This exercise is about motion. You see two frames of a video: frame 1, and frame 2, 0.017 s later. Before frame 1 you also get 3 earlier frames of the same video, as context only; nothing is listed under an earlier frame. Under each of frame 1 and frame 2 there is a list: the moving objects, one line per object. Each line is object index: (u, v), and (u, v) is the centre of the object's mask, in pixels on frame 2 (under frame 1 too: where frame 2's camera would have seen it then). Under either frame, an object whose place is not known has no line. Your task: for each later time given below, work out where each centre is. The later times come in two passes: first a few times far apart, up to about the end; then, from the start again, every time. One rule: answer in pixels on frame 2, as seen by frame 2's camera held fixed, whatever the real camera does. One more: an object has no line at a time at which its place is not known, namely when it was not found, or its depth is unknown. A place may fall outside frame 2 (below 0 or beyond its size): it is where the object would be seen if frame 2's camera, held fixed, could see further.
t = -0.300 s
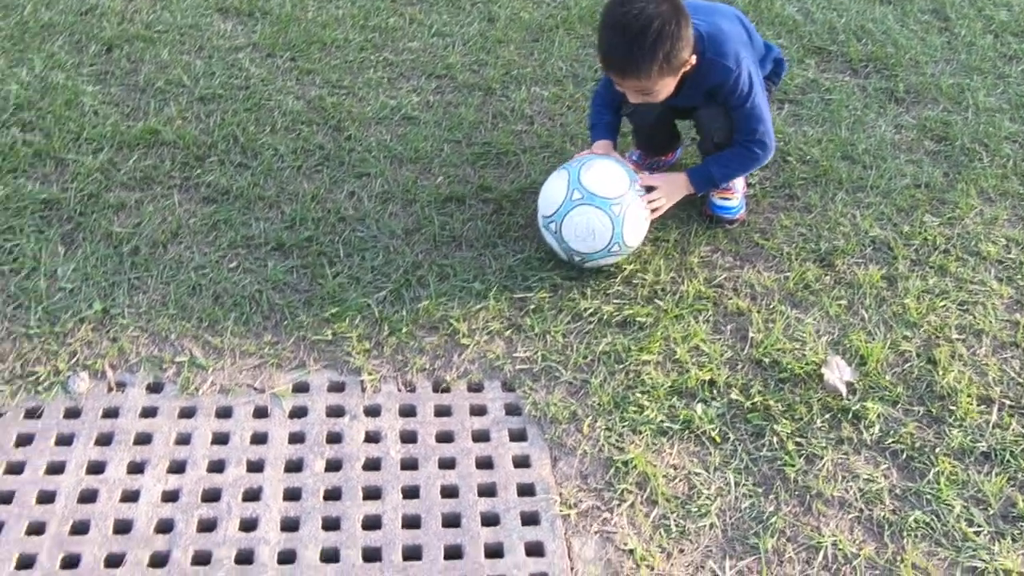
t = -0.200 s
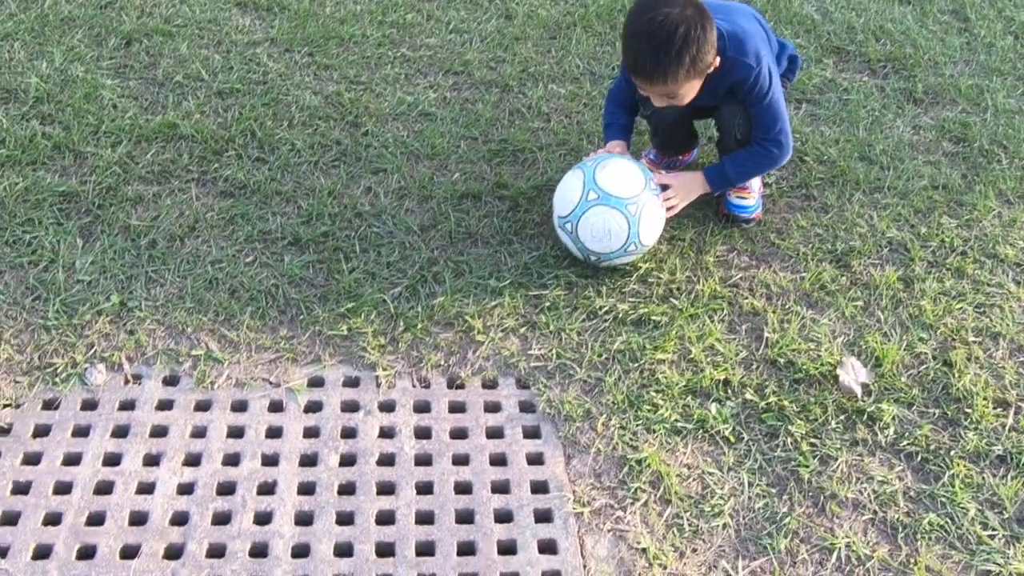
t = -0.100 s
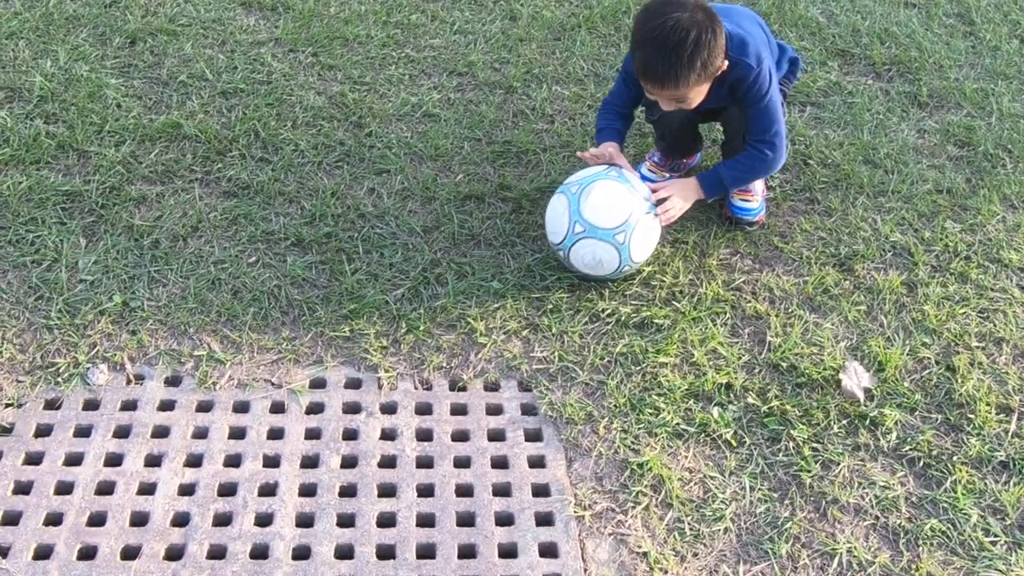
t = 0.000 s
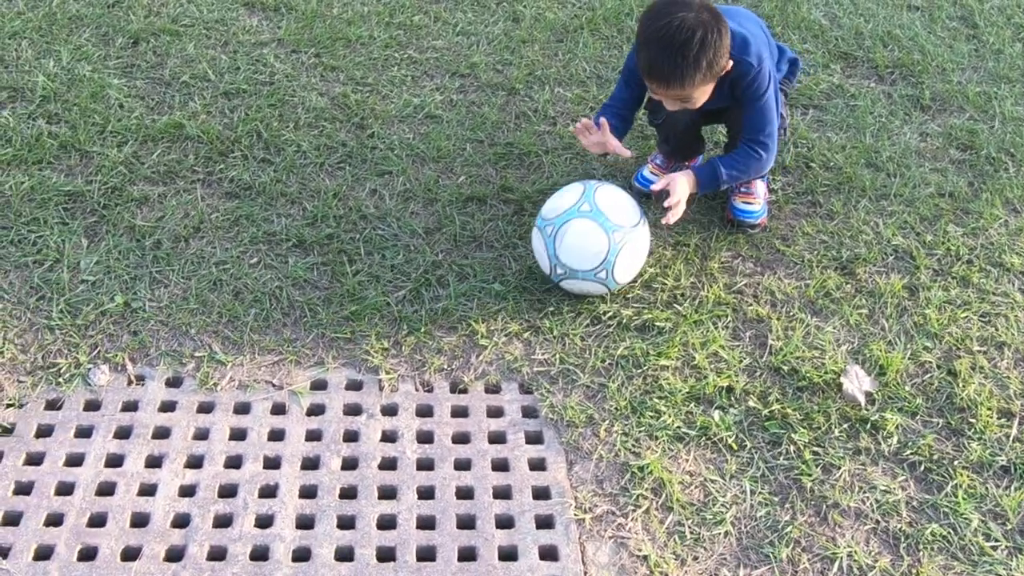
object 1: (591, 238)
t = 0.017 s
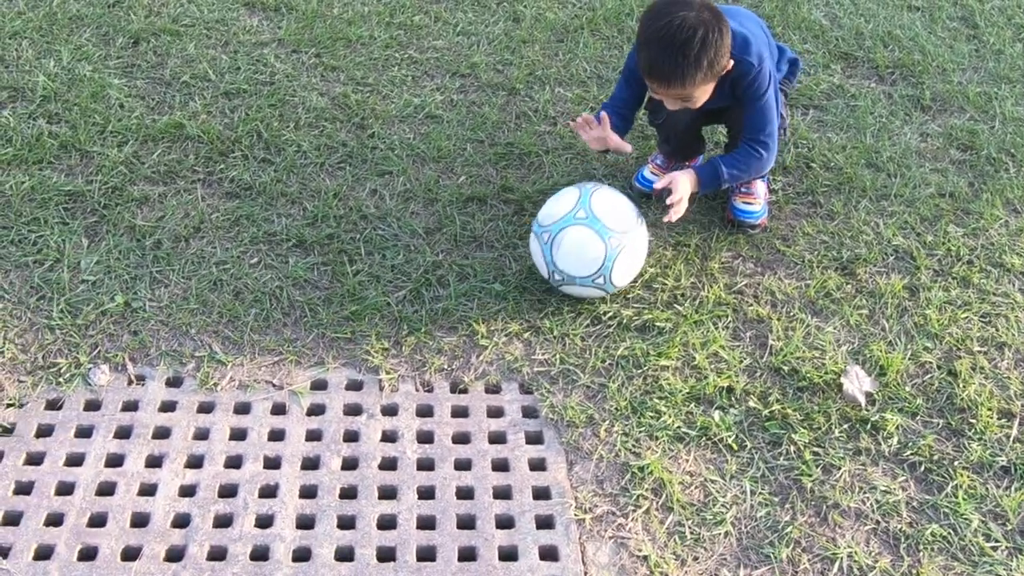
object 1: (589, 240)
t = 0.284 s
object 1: (558, 279)
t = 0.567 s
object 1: (530, 319)
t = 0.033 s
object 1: (587, 243)
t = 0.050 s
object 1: (585, 246)
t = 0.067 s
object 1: (583, 249)
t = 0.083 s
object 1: (581, 252)
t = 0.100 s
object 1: (579, 255)
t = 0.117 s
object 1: (577, 257)
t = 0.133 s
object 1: (575, 259)
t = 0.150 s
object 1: (573, 261)
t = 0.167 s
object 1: (572, 264)
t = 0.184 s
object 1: (570, 267)
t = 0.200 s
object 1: (568, 269)
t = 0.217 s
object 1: (566, 270)
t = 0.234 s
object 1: (564, 273)
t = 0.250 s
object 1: (562, 275)
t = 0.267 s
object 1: (560, 277)
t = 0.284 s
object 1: (558, 279)
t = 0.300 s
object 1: (555, 281)
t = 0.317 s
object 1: (553, 283)
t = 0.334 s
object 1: (551, 285)
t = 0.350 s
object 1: (549, 287)
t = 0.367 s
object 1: (547, 289)
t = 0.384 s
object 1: (545, 291)
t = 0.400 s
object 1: (543, 293)
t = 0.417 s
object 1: (542, 295)
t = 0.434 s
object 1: (540, 298)
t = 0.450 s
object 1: (539, 300)
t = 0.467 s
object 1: (538, 302)
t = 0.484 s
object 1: (536, 305)
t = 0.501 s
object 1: (535, 308)
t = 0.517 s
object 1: (534, 310)
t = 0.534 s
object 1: (533, 313)
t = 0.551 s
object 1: (532, 316)
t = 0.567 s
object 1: (530, 319)
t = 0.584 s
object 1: (529, 323)
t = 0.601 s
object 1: (528, 326)
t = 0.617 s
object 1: (527, 330)
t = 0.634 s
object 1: (526, 335)
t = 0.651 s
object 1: (525, 339)
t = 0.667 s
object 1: (523, 344)
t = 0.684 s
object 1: (522, 349)
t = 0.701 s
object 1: (521, 353)
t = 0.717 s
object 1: (520, 357)
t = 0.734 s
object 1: (519, 361)
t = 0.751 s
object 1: (518, 365)
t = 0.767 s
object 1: (517, 369)
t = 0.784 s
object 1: (516, 373)
